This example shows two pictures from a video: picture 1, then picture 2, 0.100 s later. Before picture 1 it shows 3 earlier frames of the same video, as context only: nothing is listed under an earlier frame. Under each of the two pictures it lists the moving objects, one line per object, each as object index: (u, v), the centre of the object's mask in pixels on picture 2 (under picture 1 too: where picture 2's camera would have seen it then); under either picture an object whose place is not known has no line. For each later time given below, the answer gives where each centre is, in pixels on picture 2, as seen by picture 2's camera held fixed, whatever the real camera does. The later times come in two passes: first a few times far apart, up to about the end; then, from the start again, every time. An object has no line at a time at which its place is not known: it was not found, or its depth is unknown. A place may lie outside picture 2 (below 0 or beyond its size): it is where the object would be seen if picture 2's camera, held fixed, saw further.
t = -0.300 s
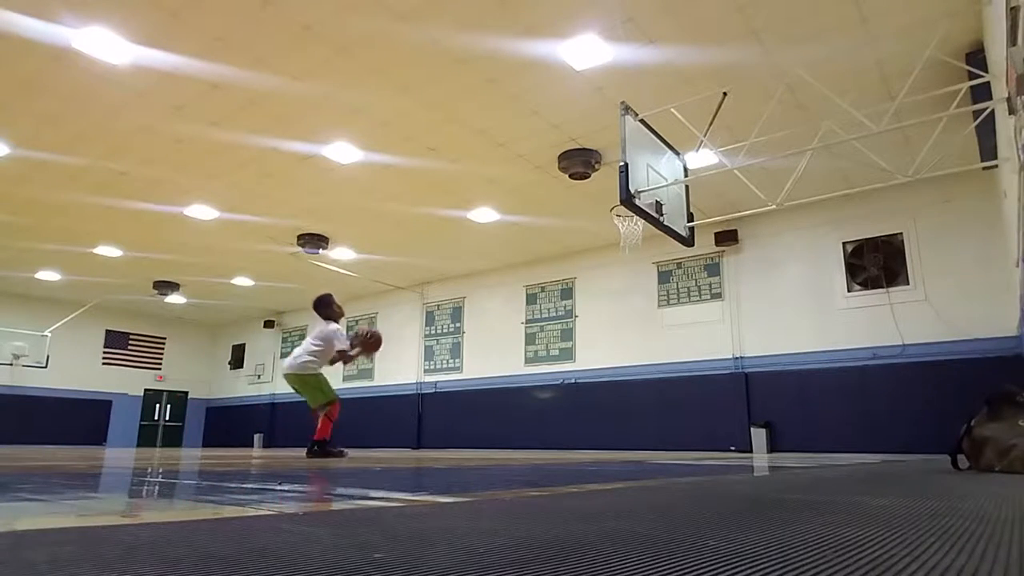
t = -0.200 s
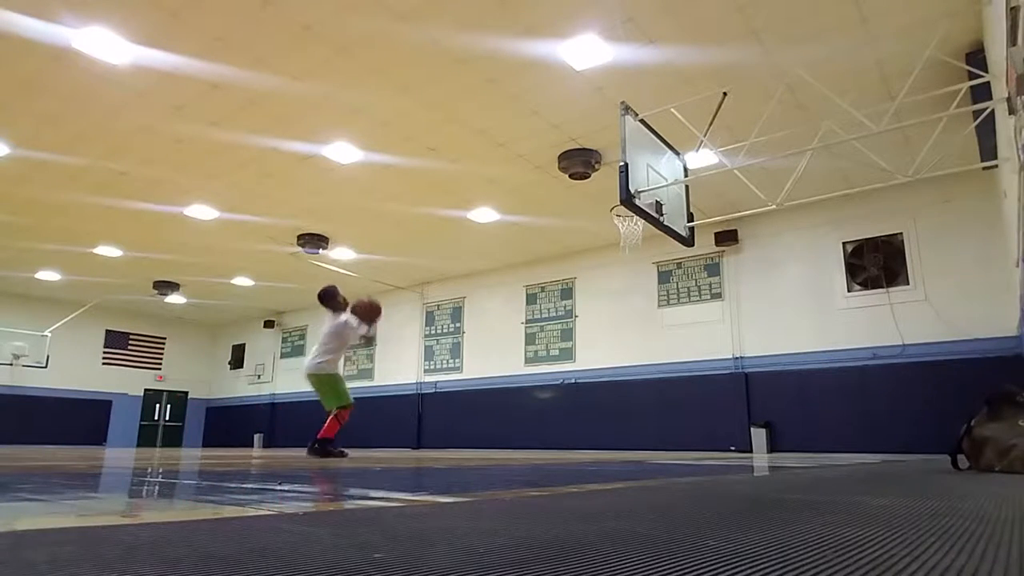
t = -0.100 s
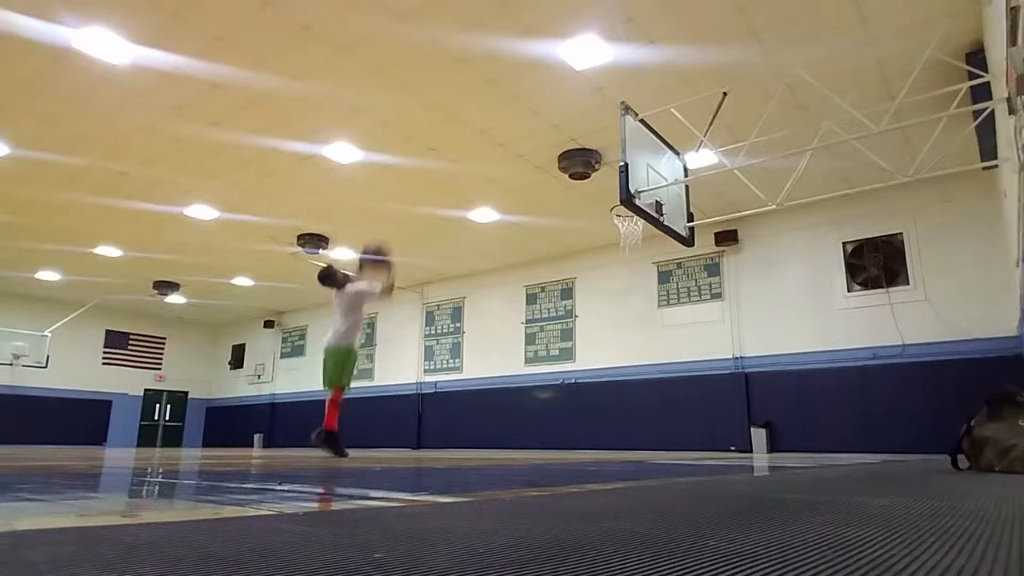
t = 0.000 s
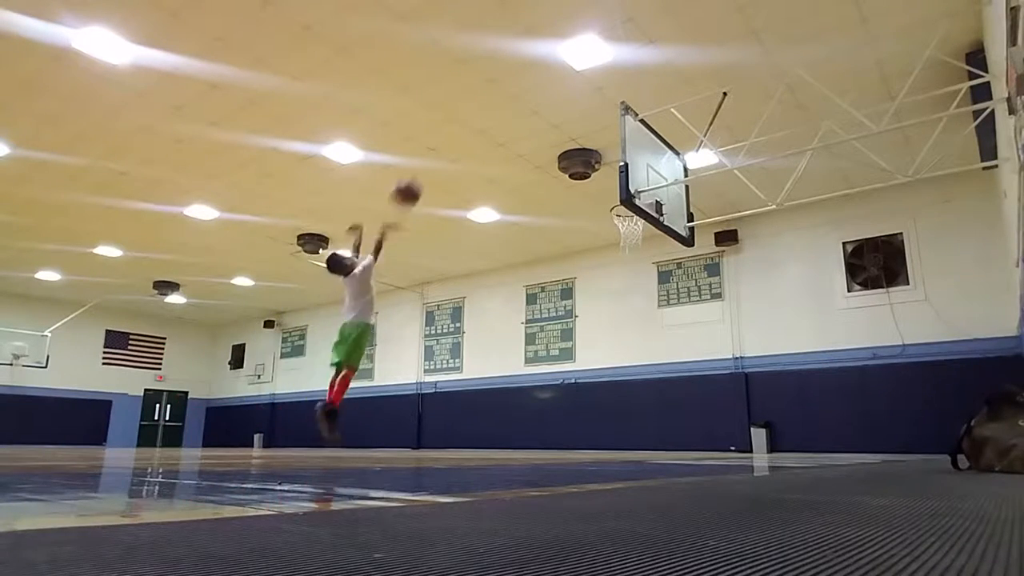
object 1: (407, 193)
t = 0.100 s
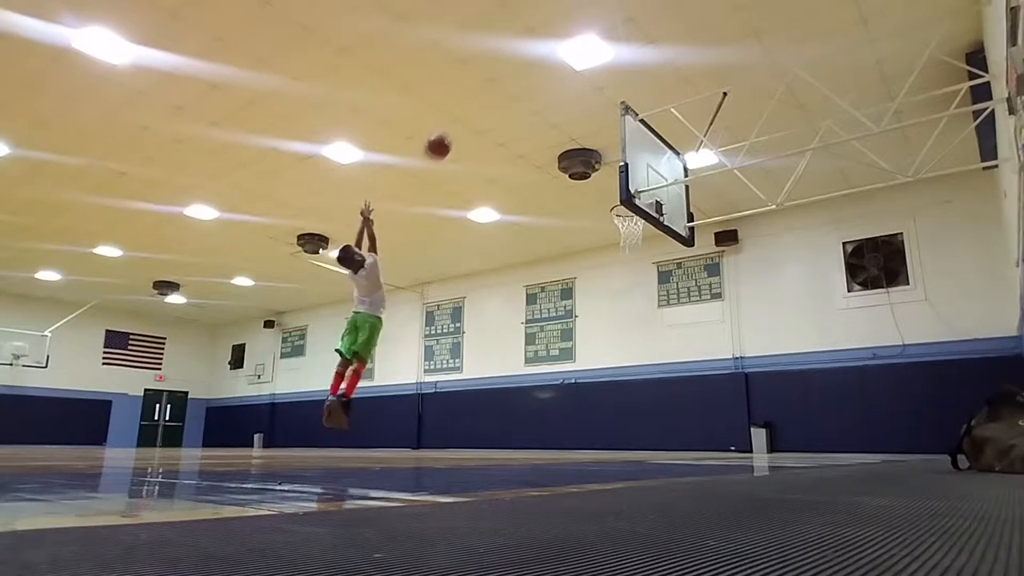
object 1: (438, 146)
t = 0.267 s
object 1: (481, 100)
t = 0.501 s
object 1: (529, 82)
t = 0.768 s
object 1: (573, 116)
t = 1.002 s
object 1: (609, 185)
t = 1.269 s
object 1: (575, 223)
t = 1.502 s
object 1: (525, 302)
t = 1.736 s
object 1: (463, 431)
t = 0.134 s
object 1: (447, 135)
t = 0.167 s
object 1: (456, 124)
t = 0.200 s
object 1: (464, 115)
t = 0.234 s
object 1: (473, 107)
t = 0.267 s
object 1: (481, 100)
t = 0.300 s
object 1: (488, 94)
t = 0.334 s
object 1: (496, 90)
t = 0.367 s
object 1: (503, 86)
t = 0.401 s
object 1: (510, 84)
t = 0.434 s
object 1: (516, 82)
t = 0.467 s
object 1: (523, 82)
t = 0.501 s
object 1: (529, 82)
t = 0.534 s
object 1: (535, 83)
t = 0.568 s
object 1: (541, 86)
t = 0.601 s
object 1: (547, 89)
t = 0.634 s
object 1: (552, 93)
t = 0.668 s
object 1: (558, 98)
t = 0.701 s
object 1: (563, 103)
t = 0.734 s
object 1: (569, 110)
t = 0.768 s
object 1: (573, 116)
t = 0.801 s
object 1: (579, 124)
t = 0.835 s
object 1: (584, 132)
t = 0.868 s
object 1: (589, 142)
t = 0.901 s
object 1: (594, 152)
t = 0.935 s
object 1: (598, 162)
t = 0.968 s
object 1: (604, 172)
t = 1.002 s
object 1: (609, 185)
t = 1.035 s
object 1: (612, 199)
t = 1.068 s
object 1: (610, 201)
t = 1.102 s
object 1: (605, 203)
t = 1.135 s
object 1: (599, 205)
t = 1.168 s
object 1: (593, 208)
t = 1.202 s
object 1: (587, 212)
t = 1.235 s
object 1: (581, 217)
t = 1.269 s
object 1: (575, 223)
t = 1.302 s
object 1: (569, 230)
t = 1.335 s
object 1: (561, 240)
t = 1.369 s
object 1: (555, 250)
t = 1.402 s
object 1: (548, 261)
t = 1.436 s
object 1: (540, 273)
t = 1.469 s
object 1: (533, 287)
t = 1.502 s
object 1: (525, 302)
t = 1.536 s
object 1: (517, 319)
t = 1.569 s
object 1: (509, 337)
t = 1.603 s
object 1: (501, 359)
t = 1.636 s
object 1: (490, 385)
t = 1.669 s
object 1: (482, 405)
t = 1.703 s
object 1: (471, 434)
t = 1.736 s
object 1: (463, 431)
